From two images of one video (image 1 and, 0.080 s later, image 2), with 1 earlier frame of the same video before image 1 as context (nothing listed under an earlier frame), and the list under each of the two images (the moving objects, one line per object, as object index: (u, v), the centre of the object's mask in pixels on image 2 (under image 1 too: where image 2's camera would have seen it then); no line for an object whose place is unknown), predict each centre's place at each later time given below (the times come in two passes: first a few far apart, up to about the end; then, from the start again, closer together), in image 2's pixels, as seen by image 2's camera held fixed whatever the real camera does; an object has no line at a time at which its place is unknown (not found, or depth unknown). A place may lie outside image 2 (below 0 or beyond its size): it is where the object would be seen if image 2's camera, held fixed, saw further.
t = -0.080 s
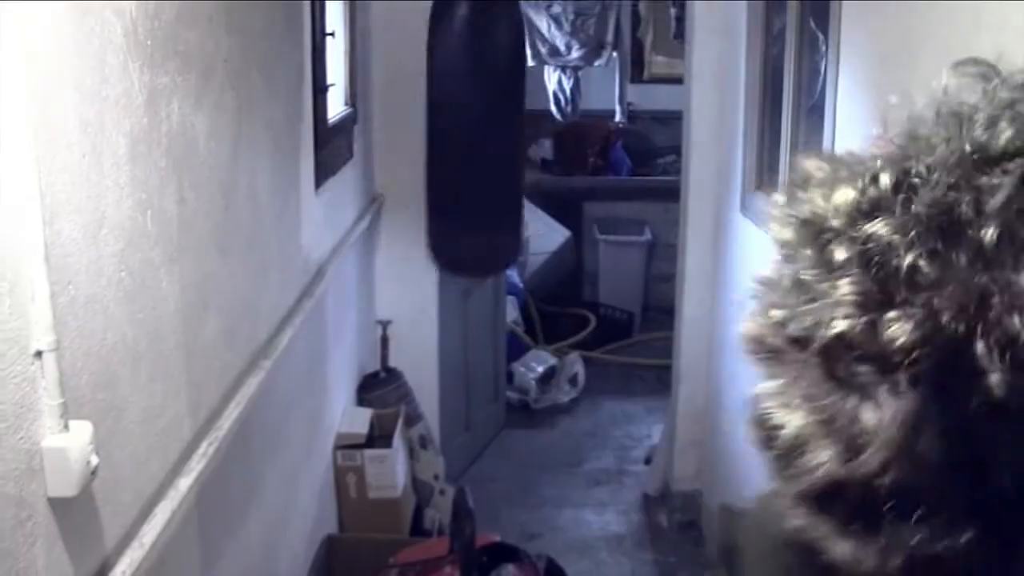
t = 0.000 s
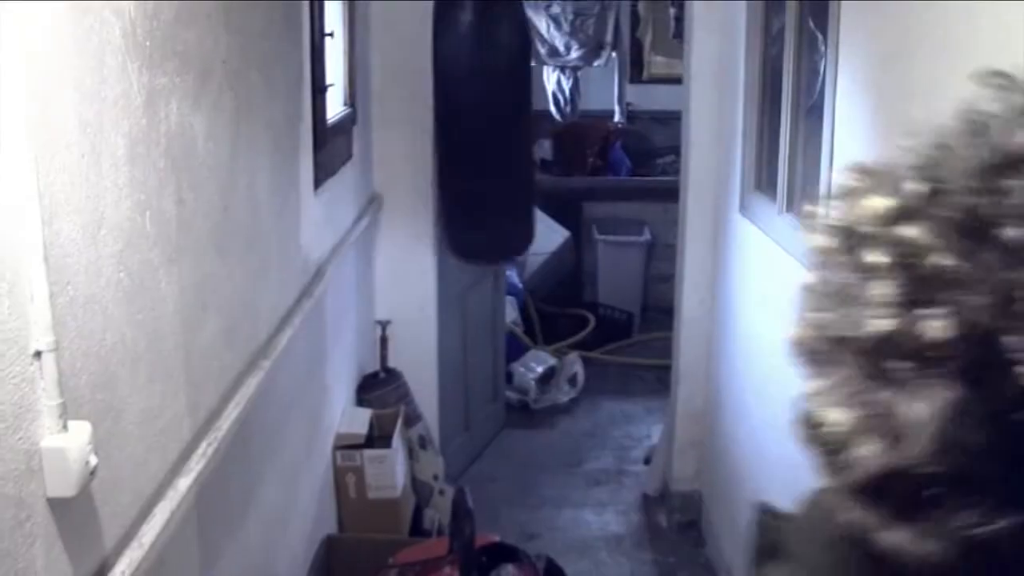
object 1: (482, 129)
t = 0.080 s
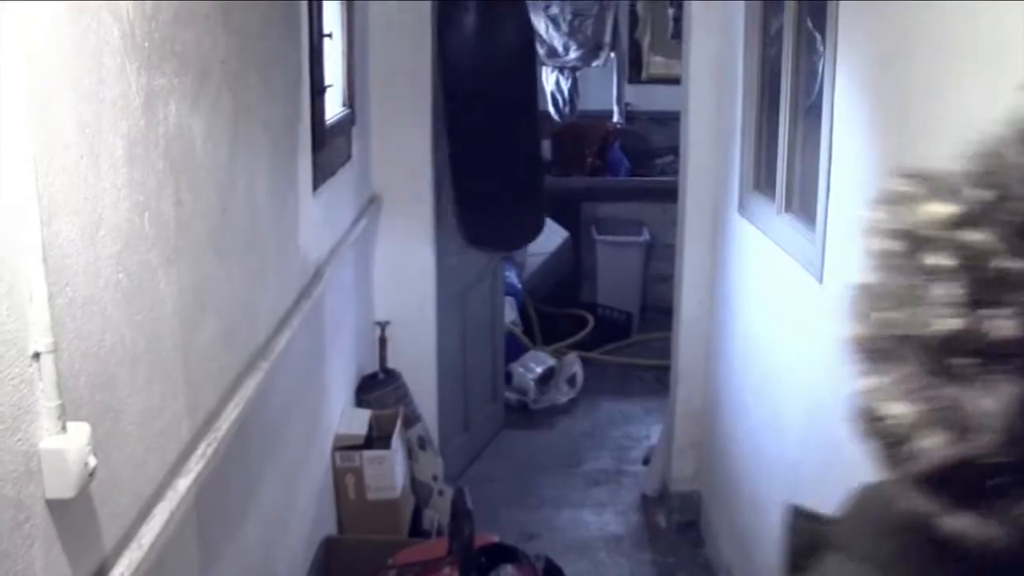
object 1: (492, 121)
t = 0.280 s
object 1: (507, 107)
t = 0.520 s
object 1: (511, 117)
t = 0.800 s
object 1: (486, 139)
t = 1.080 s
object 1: (448, 139)
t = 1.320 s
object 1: (435, 137)
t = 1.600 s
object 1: (457, 138)
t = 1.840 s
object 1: (488, 116)
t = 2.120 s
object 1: (514, 104)
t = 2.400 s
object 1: (510, 125)
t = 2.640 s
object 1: (477, 138)
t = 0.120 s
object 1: (496, 117)
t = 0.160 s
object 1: (500, 113)
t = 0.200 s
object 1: (502, 111)
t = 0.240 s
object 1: (505, 108)
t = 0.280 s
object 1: (507, 107)
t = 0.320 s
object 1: (510, 107)
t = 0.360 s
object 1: (511, 108)
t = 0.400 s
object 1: (512, 109)
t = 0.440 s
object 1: (512, 111)
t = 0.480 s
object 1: (512, 114)
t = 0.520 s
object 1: (511, 117)
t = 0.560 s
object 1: (509, 120)
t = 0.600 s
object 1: (507, 124)
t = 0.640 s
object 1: (503, 127)
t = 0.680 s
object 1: (500, 131)
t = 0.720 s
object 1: (495, 133)
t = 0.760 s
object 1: (490, 136)
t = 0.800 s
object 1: (486, 139)
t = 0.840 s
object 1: (480, 140)
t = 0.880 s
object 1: (475, 142)
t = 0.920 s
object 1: (469, 142)
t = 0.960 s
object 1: (463, 141)
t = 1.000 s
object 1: (458, 140)
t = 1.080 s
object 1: (448, 139)
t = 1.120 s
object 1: (443, 138)
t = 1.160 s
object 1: (440, 137)
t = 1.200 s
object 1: (437, 137)
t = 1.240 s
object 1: (435, 136)
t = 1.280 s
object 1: (435, 137)
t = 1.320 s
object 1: (435, 137)
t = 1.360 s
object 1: (436, 138)
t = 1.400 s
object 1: (438, 138)
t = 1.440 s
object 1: (440, 139)
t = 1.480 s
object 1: (444, 140)
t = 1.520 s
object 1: (448, 140)
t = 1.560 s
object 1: (453, 140)
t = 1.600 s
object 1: (457, 138)
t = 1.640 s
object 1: (463, 136)
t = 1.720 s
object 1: (473, 130)
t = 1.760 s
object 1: (479, 127)
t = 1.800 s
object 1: (483, 122)
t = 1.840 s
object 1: (488, 116)
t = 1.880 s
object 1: (494, 116)
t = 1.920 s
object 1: (499, 112)
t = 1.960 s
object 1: (502, 108)
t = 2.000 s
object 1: (505, 105)
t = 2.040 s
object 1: (509, 105)
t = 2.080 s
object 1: (512, 103)
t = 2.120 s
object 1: (514, 104)
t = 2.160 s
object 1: (515, 105)
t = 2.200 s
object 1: (515, 106)
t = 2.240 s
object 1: (516, 108)
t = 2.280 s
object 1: (516, 112)
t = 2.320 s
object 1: (514, 115)
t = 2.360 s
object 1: (513, 120)
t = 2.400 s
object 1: (510, 125)
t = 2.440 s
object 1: (505, 127)
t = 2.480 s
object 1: (501, 131)
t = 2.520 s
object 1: (496, 134)
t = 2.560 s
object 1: (491, 136)
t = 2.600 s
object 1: (483, 135)
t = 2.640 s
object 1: (477, 138)
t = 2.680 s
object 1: (472, 139)
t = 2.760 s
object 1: (459, 140)
